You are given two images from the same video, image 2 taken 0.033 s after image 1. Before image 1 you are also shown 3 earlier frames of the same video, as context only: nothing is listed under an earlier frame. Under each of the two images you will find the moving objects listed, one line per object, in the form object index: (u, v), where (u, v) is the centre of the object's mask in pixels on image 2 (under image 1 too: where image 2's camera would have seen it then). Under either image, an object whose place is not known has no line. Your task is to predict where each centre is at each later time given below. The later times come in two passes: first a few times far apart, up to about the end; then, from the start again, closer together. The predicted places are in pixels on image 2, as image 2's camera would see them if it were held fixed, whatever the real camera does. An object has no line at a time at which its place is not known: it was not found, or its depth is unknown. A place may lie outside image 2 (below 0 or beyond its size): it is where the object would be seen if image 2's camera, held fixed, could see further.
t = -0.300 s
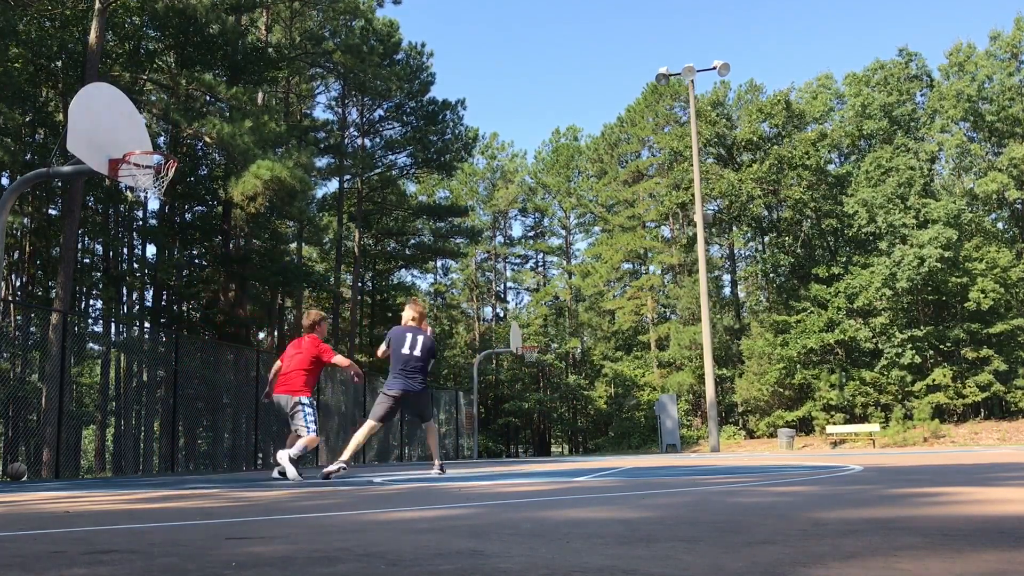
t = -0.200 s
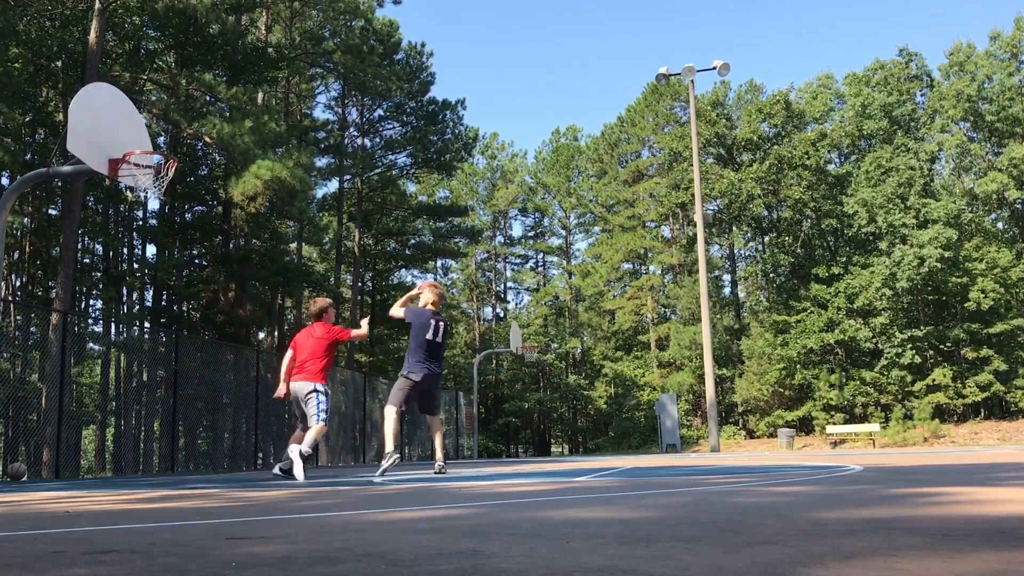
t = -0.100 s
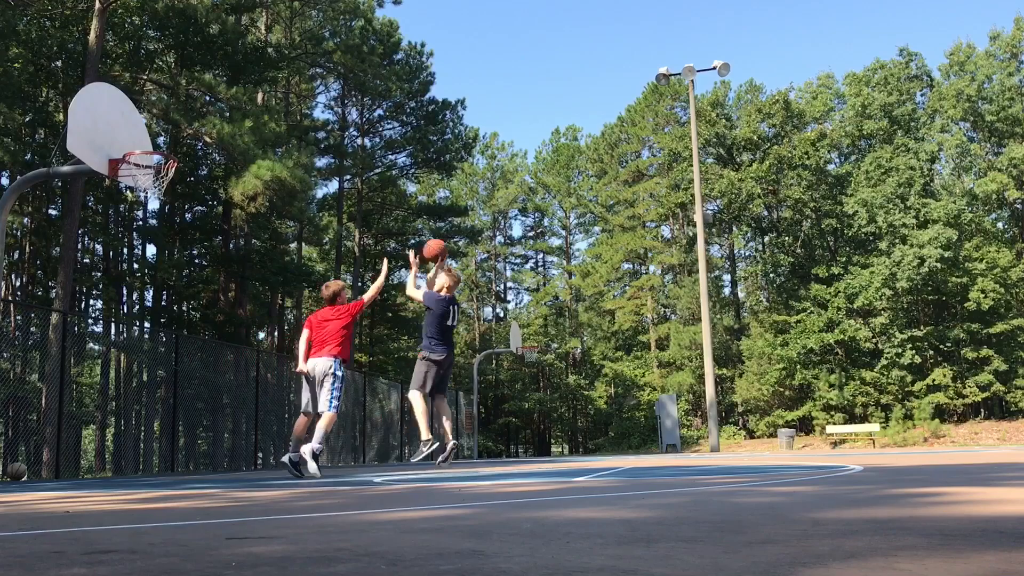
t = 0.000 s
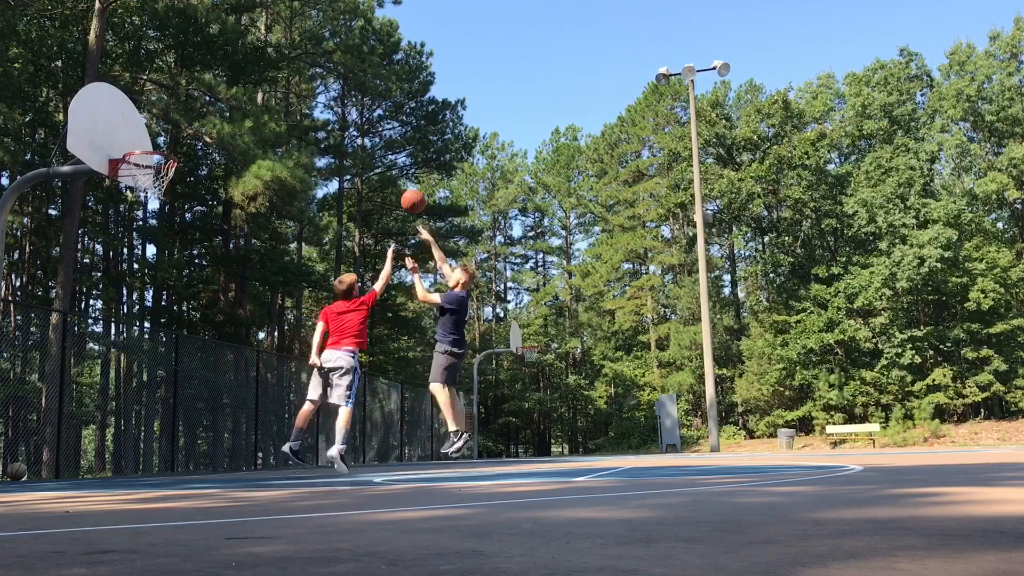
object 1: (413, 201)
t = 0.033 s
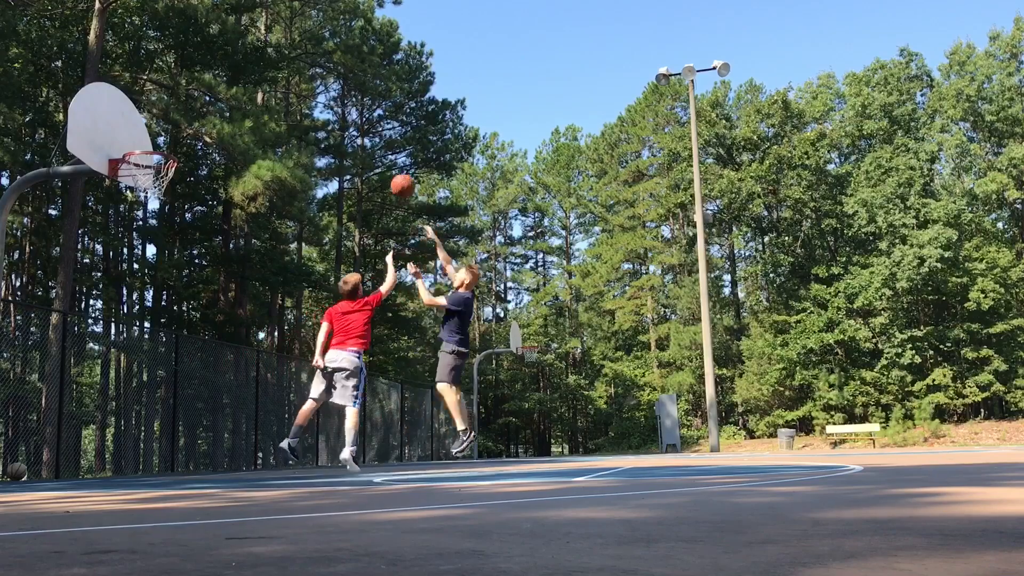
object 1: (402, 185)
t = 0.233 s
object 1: (340, 116)
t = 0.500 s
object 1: (259, 86)
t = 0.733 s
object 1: (184, 115)
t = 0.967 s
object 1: (137, 179)
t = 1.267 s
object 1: (182, 231)
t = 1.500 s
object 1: (215, 330)
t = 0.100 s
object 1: (380, 156)
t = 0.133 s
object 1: (371, 146)
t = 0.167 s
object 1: (359, 133)
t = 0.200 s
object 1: (350, 125)
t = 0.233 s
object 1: (340, 116)
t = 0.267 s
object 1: (331, 110)
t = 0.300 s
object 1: (321, 104)
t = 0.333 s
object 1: (310, 98)
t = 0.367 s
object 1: (300, 93)
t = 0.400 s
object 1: (290, 90)
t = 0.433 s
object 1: (279, 88)
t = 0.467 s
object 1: (269, 87)
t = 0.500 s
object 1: (259, 86)
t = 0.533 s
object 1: (249, 88)
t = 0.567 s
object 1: (238, 89)
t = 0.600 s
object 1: (227, 92)
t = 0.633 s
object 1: (217, 96)
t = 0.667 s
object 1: (206, 101)
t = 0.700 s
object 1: (195, 108)
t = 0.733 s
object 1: (184, 115)
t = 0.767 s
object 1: (173, 124)
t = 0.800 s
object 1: (162, 133)
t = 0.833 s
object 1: (150, 142)
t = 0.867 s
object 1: (143, 147)
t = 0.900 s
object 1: (142, 163)
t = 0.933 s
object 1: (137, 170)
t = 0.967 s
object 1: (137, 179)
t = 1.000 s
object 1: (141, 185)
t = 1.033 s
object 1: (147, 190)
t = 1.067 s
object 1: (153, 195)
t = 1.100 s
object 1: (161, 199)
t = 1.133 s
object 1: (164, 201)
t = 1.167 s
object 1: (168, 206)
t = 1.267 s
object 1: (182, 231)
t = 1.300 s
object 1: (187, 242)
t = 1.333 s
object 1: (191, 253)
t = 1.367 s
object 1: (196, 266)
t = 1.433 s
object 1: (206, 296)
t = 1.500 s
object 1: (215, 330)
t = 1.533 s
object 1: (219, 350)
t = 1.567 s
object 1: (224, 371)
